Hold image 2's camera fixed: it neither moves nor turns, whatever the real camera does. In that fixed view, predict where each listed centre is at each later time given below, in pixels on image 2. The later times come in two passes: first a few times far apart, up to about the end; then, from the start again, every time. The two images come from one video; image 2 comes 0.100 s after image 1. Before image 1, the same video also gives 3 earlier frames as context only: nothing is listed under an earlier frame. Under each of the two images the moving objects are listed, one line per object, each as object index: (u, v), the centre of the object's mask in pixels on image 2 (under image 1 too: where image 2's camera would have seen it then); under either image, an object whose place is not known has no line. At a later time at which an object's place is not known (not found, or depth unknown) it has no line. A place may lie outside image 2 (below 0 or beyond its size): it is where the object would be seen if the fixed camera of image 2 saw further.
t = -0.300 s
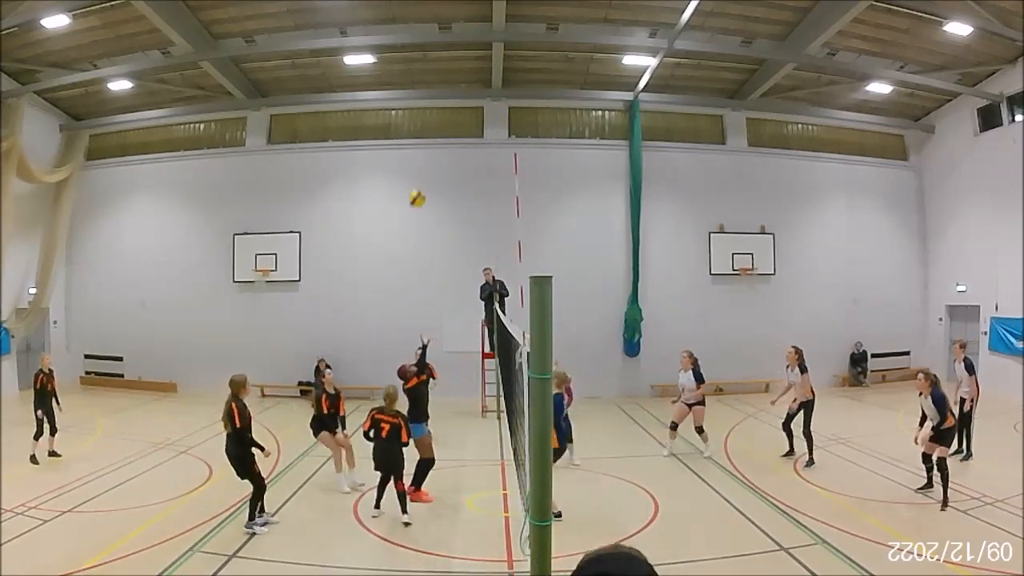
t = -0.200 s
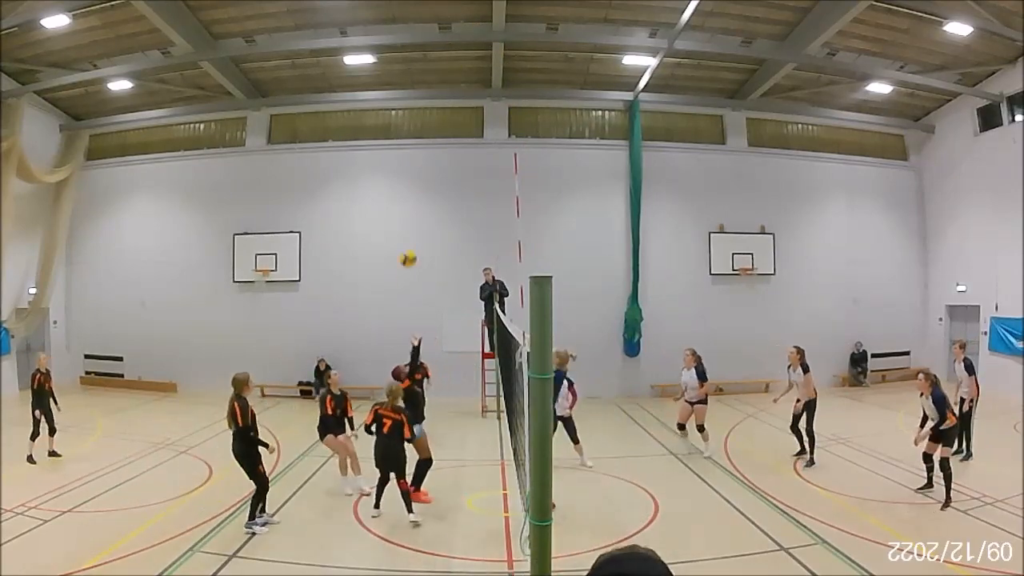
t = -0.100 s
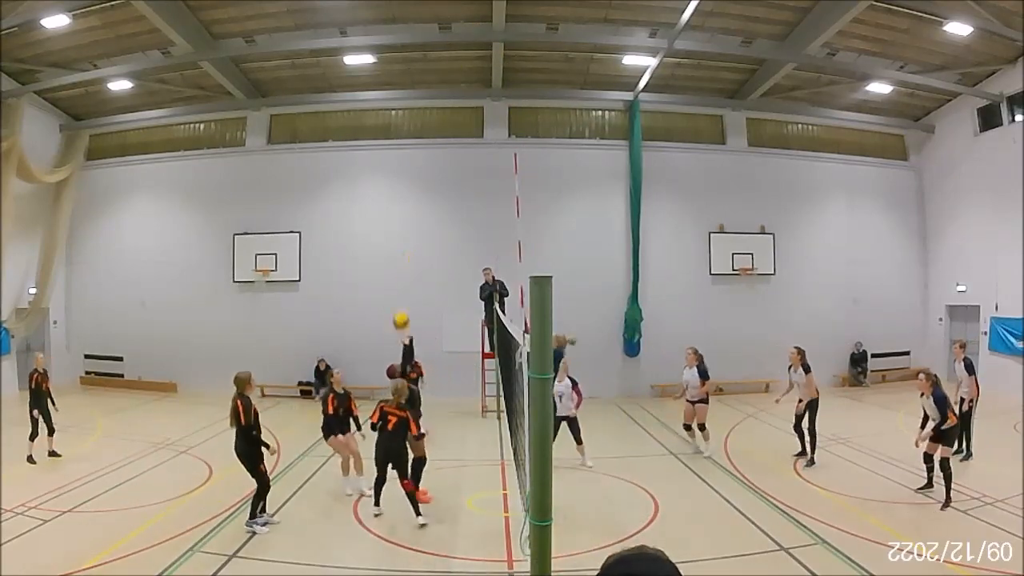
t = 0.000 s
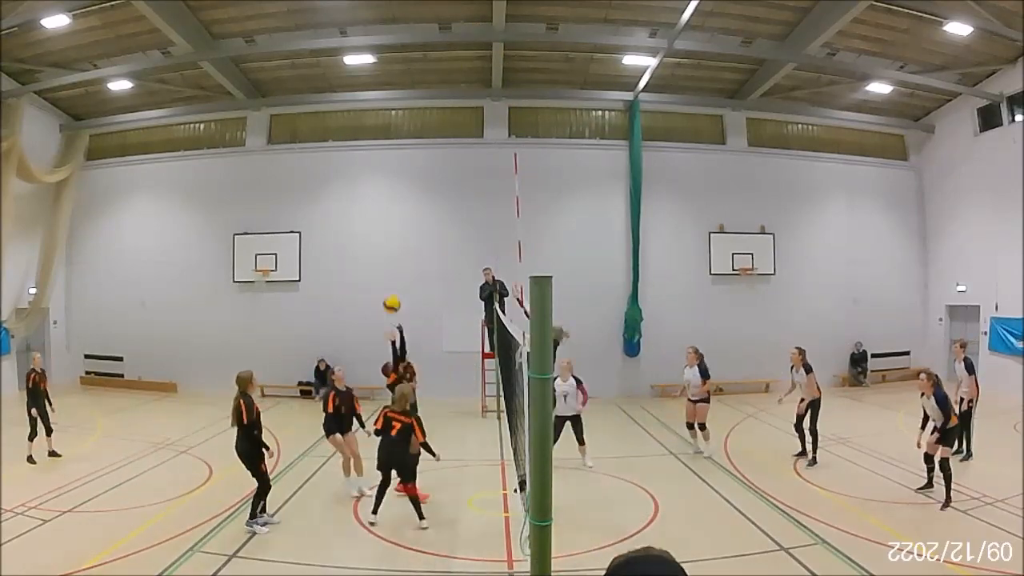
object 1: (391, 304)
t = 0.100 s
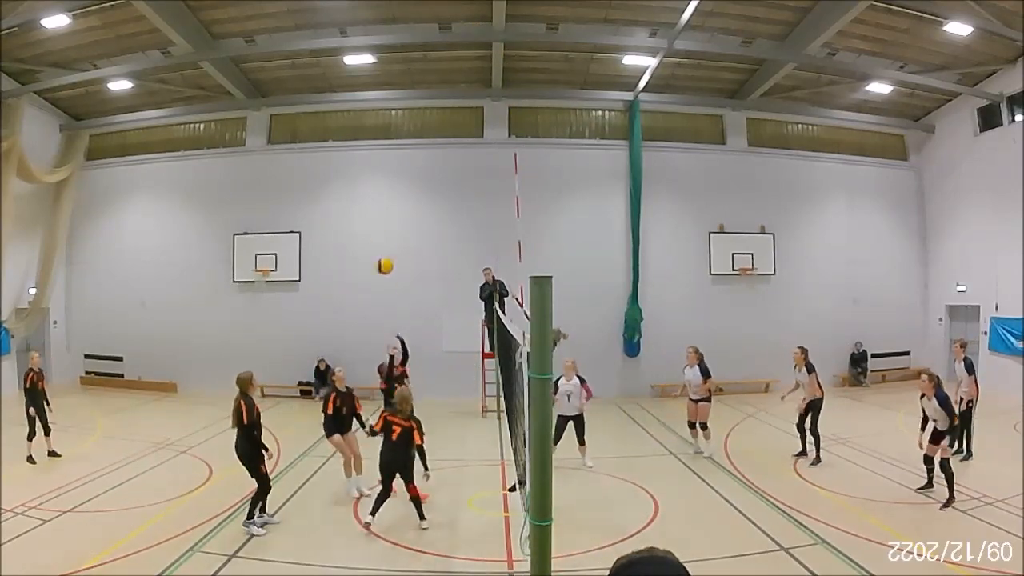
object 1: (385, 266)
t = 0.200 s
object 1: (377, 236)
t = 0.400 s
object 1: (363, 201)
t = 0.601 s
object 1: (348, 202)
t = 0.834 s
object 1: (327, 254)
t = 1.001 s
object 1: (314, 321)
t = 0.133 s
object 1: (382, 255)
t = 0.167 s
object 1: (380, 245)
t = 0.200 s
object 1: (377, 236)
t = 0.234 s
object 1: (374, 227)
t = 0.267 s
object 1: (372, 220)
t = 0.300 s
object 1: (369, 214)
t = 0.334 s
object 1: (367, 208)
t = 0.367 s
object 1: (365, 204)
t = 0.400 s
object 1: (363, 201)
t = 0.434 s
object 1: (361, 199)
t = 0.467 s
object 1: (358, 197)
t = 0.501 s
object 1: (356, 197)
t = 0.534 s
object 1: (353, 198)
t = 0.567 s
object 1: (351, 199)
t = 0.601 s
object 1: (348, 202)
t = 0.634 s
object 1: (345, 206)
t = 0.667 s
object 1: (343, 211)
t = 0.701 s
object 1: (339, 218)
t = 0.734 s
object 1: (336, 225)
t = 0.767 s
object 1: (333, 233)
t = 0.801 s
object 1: (330, 243)
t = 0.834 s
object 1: (327, 254)
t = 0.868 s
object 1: (325, 265)
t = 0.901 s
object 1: (321, 278)
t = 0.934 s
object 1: (319, 289)
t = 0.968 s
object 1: (316, 304)
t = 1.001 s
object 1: (314, 321)
